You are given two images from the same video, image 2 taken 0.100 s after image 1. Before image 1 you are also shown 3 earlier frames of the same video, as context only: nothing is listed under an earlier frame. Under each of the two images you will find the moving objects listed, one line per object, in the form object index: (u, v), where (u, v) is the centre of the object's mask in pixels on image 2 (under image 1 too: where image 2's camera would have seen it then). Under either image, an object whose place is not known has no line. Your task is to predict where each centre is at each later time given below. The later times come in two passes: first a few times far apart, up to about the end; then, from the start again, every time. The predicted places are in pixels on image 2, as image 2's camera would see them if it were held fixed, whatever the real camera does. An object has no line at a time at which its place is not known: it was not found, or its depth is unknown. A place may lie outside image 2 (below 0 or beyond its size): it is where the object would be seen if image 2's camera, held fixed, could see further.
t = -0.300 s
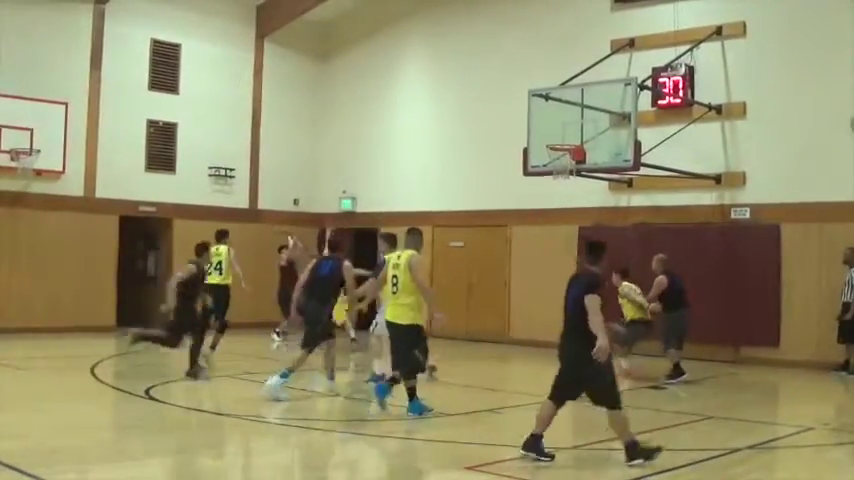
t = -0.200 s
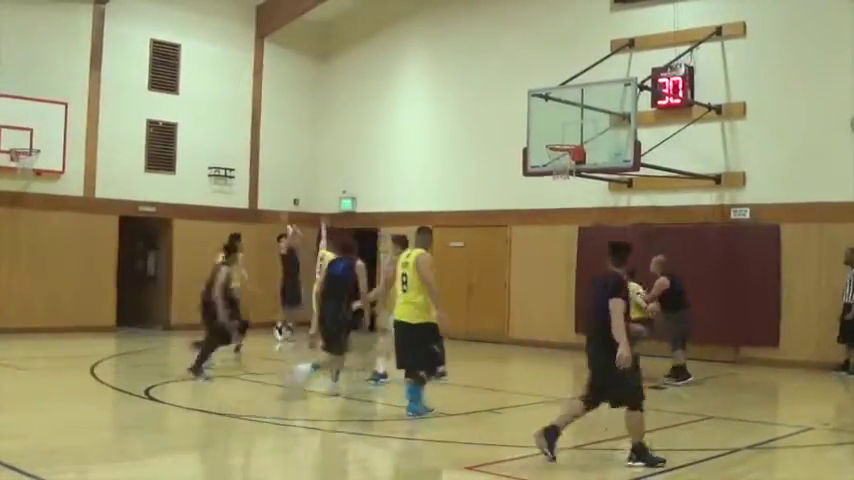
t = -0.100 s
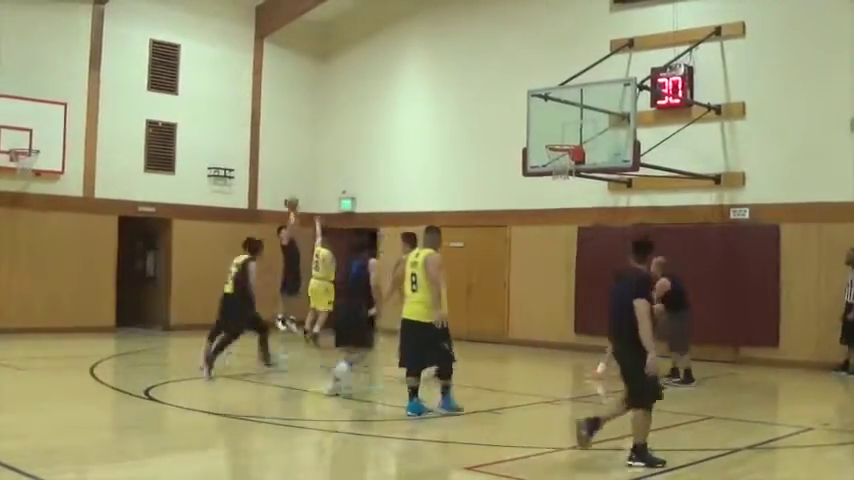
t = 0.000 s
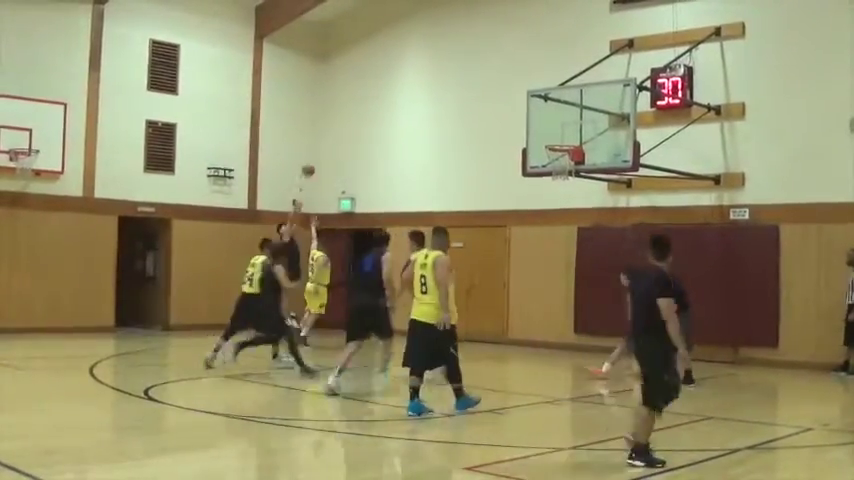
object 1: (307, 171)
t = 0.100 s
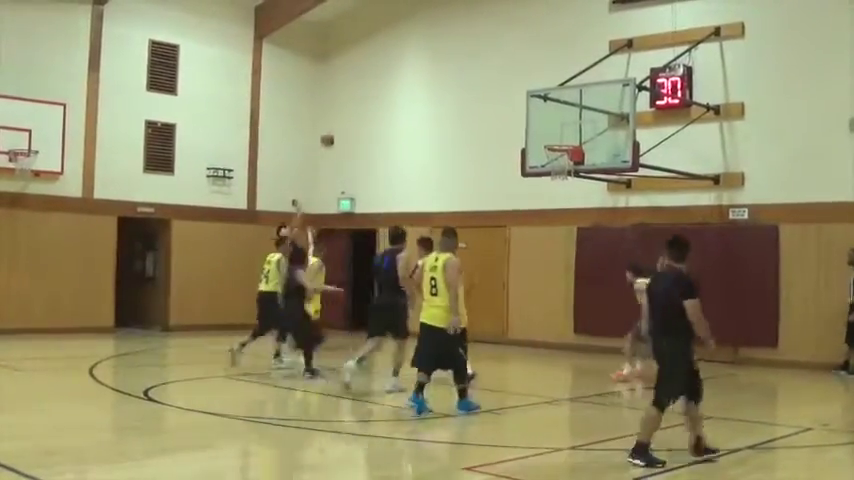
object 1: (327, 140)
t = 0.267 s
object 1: (361, 101)
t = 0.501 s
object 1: (409, 71)
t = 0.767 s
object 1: (470, 74)
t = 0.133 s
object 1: (333, 131)
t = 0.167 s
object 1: (340, 123)
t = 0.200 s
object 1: (347, 115)
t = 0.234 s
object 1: (354, 108)
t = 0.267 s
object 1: (361, 101)
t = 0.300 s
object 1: (368, 95)
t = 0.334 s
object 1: (375, 89)
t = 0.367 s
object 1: (382, 84)
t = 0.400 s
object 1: (389, 80)
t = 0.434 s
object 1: (395, 76)
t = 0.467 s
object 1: (402, 73)
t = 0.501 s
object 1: (409, 71)
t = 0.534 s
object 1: (417, 68)
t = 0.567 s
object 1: (425, 67)
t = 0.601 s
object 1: (432, 66)
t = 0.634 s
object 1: (440, 67)
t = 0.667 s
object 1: (447, 68)
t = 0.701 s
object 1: (455, 69)
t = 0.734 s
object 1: (462, 71)
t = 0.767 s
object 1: (470, 74)
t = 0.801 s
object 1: (478, 77)
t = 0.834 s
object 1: (486, 83)
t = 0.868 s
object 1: (494, 88)
